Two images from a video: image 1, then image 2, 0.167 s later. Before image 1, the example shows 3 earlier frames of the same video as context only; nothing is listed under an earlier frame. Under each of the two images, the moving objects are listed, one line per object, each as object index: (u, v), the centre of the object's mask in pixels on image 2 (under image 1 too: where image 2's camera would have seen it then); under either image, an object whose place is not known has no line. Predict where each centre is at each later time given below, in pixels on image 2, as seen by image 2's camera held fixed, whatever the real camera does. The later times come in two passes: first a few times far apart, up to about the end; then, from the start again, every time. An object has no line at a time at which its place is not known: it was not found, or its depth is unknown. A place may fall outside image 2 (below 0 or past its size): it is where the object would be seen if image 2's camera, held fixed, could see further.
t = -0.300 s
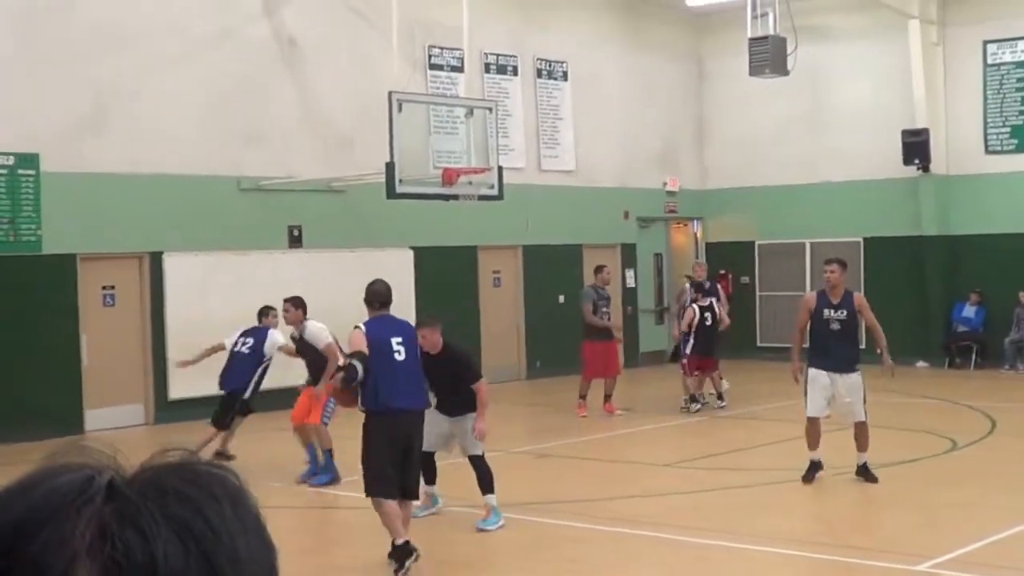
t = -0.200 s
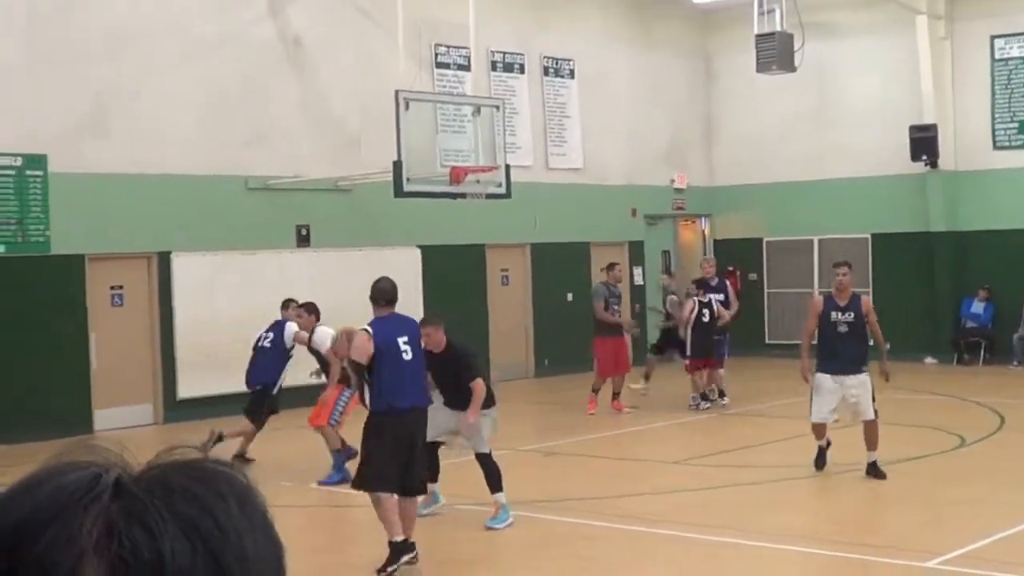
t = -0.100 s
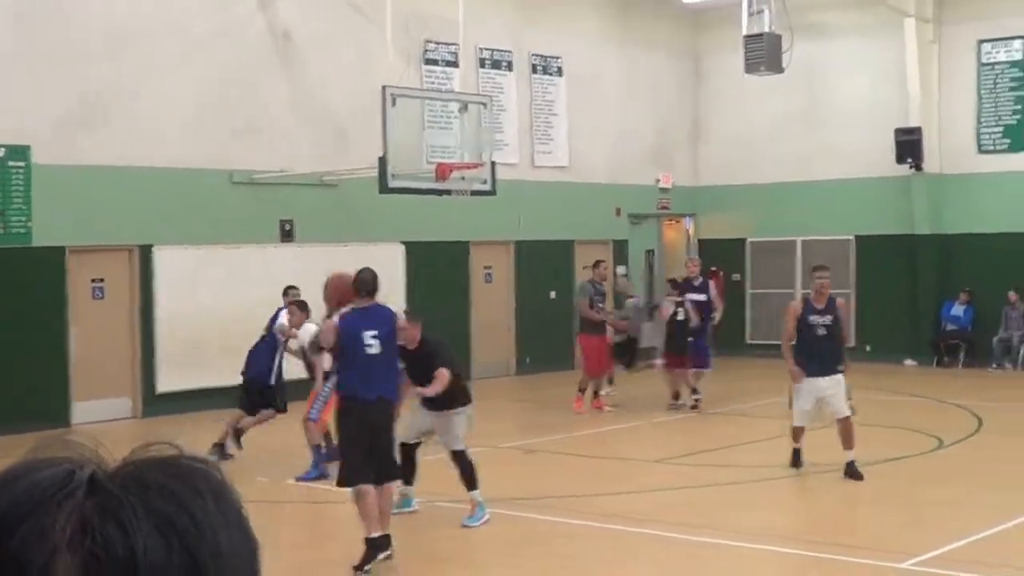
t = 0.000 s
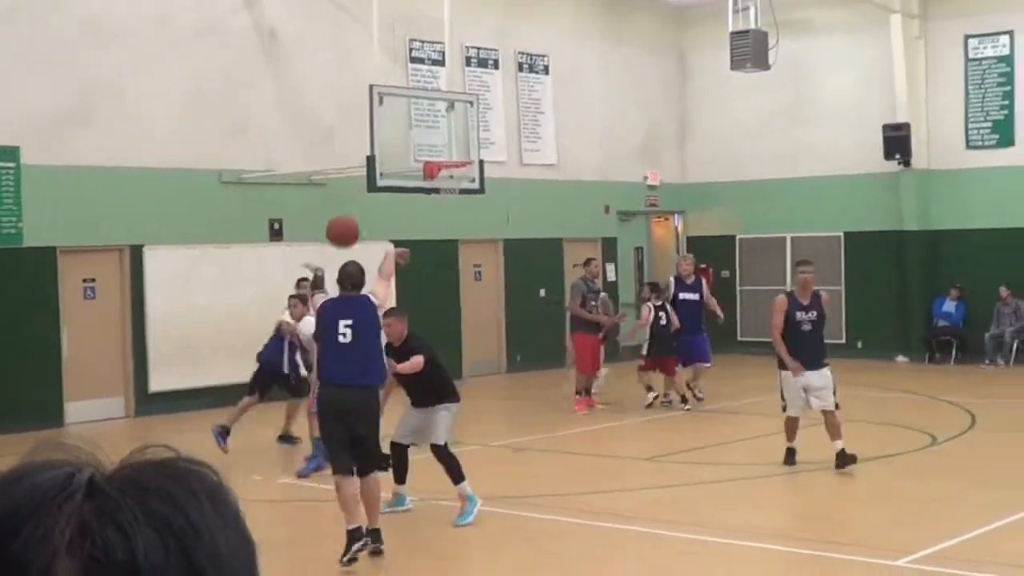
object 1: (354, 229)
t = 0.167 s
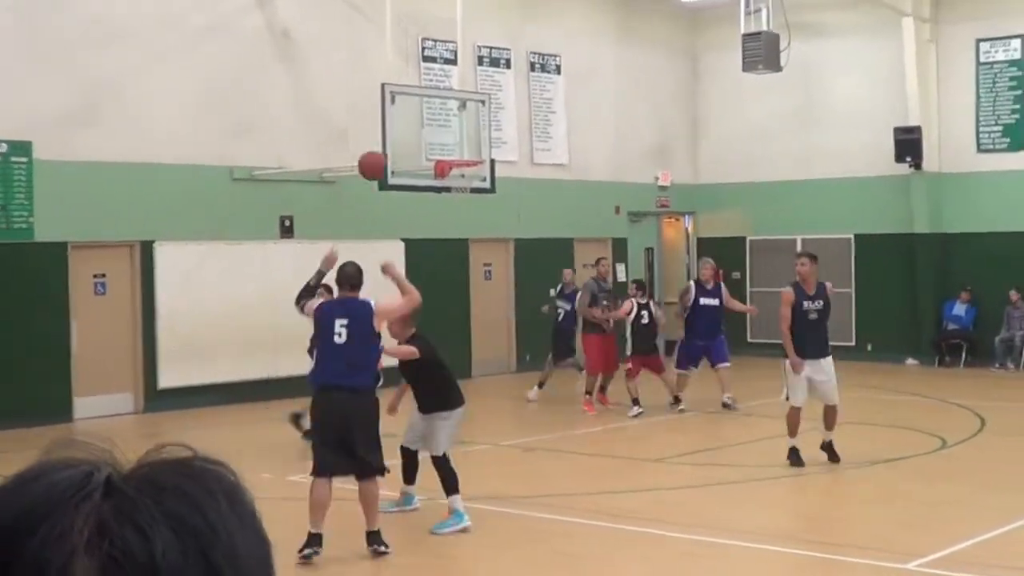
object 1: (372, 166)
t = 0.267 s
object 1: (382, 148)
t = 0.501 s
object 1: (403, 156)
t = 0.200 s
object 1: (376, 159)
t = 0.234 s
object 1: (379, 153)
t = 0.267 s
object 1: (382, 148)
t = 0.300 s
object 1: (386, 145)
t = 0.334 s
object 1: (389, 145)
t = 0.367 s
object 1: (392, 145)
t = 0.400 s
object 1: (395, 146)
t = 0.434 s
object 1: (397, 148)
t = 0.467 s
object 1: (401, 151)
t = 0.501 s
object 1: (403, 156)
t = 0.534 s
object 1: (406, 161)
